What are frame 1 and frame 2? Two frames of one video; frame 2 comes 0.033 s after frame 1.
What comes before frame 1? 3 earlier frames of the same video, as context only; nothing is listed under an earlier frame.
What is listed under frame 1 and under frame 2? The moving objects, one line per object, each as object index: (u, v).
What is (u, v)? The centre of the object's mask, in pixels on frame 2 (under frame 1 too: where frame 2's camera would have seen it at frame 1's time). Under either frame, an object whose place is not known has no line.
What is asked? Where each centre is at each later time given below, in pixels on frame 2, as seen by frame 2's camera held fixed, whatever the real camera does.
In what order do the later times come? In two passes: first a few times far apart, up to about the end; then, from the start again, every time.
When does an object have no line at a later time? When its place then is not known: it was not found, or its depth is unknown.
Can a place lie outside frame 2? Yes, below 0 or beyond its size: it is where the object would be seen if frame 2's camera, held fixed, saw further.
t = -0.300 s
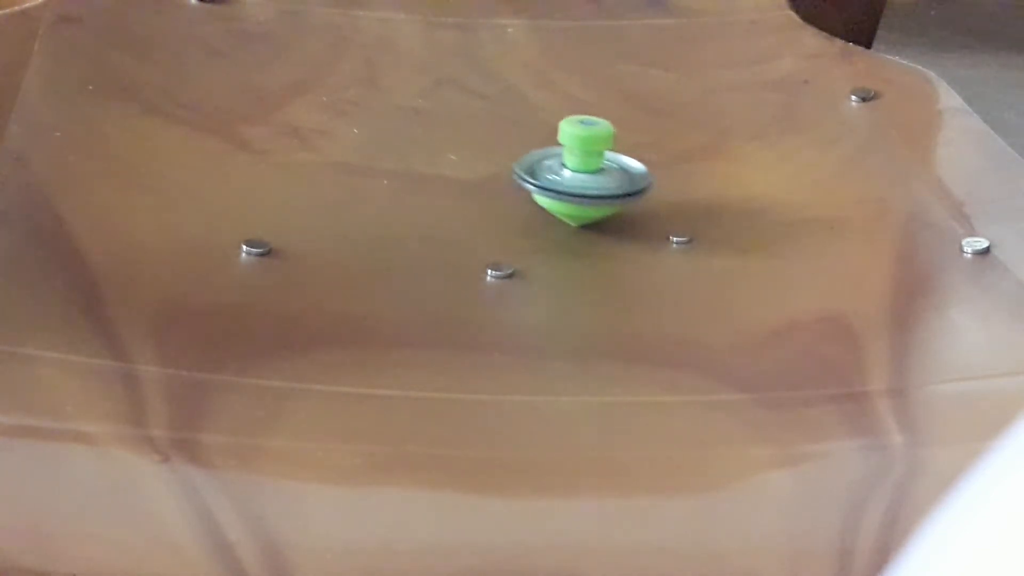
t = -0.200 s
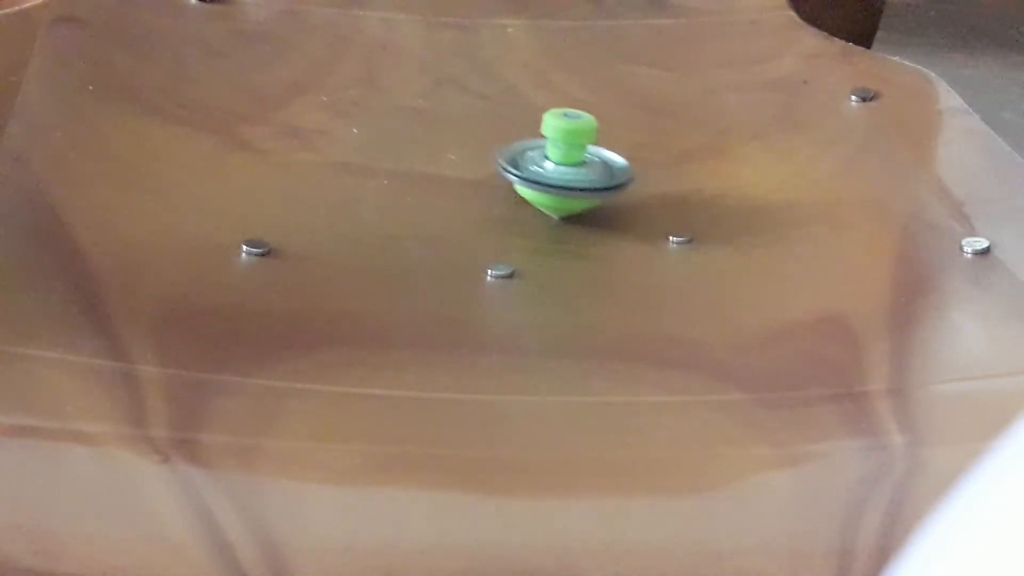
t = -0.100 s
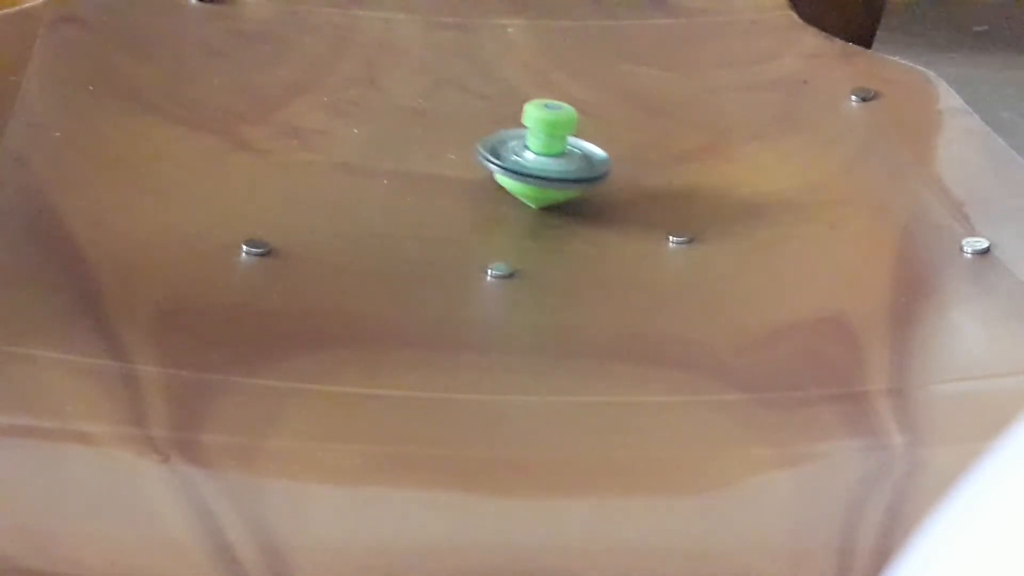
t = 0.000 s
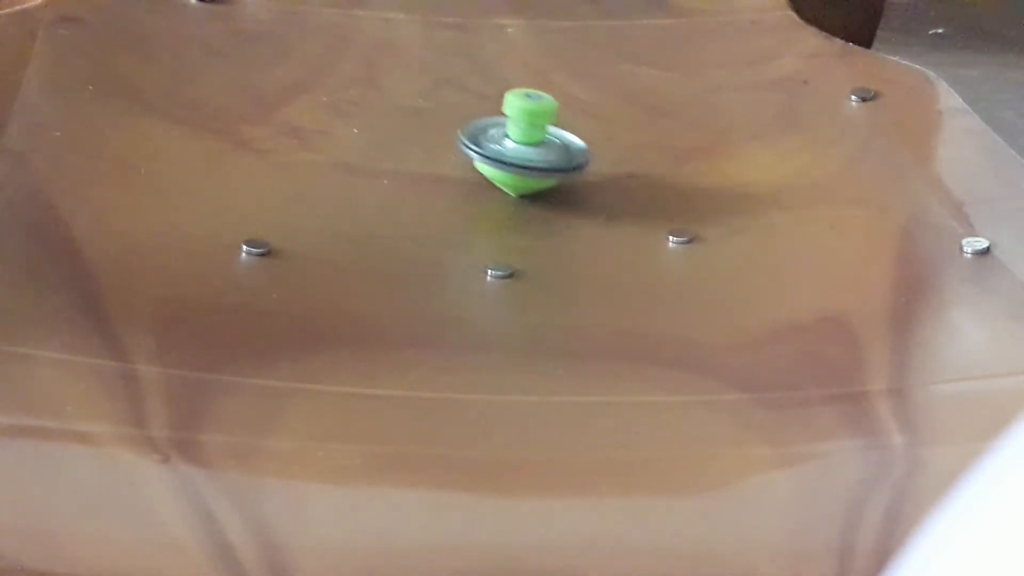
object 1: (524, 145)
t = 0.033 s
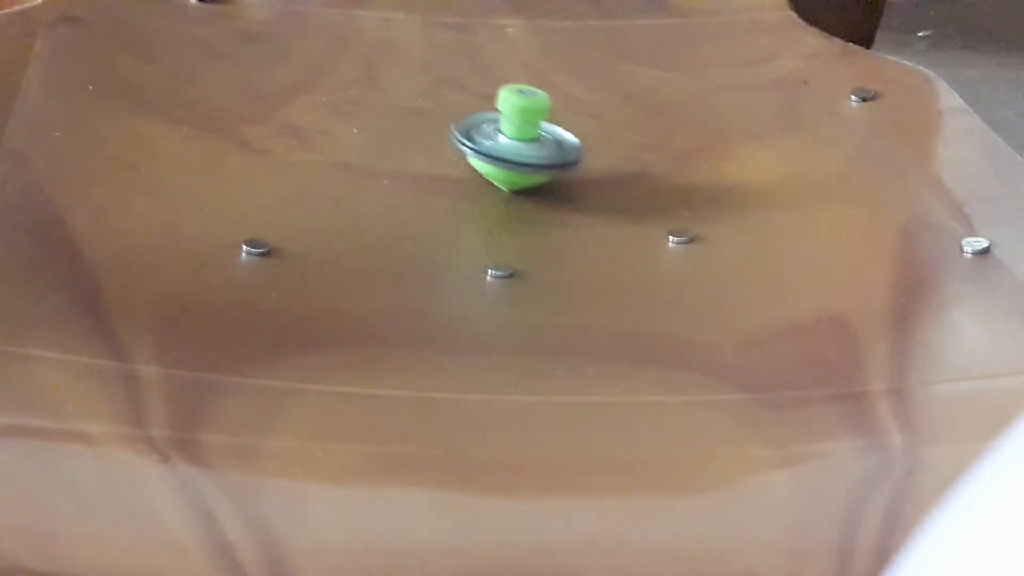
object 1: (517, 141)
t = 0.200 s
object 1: (482, 117)
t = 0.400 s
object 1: (449, 85)
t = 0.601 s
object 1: (429, 54)
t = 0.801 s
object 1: (419, 32)
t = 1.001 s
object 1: (417, 20)
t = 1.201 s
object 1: (423, 16)
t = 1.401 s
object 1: (436, 18)
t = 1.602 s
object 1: (455, 25)
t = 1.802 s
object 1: (482, 39)
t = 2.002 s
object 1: (509, 61)
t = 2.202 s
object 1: (530, 88)
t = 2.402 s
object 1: (538, 115)
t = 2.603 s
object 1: (535, 139)
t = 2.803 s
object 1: (522, 154)
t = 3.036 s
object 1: (498, 159)
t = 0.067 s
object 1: (510, 136)
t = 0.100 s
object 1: (503, 132)
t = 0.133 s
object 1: (496, 127)
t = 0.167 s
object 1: (489, 122)
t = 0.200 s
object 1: (482, 117)
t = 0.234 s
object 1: (476, 111)
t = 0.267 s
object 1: (470, 106)
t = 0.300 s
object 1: (465, 101)
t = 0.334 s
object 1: (459, 96)
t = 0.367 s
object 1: (454, 91)
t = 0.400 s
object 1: (449, 85)
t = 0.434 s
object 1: (445, 80)
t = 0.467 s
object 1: (441, 74)
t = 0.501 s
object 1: (438, 69)
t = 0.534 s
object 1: (435, 64)
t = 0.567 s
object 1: (432, 59)
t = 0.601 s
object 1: (429, 54)
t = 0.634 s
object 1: (427, 49)
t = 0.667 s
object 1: (425, 45)
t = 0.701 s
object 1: (423, 42)
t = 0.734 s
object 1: (420, 38)
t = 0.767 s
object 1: (419, 35)
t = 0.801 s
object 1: (419, 32)
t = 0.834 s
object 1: (418, 29)
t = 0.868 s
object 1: (417, 27)
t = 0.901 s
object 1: (417, 25)
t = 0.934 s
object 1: (417, 23)
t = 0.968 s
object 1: (417, 22)
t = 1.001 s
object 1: (417, 20)
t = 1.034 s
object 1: (417, 19)
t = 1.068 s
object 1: (418, 18)
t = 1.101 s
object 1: (419, 17)
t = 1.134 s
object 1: (419, 17)
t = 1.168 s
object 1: (421, 16)
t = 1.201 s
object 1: (423, 16)
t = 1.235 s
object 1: (425, 16)
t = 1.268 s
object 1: (427, 16)
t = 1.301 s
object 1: (428, 16)
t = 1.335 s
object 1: (431, 17)
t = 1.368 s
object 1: (433, 17)
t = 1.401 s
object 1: (436, 18)
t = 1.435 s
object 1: (439, 19)
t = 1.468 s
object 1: (442, 20)
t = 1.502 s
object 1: (445, 21)
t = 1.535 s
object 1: (449, 22)
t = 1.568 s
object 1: (452, 24)
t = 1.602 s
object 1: (455, 25)
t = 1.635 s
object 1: (459, 27)
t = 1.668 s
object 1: (463, 28)
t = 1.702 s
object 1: (467, 31)
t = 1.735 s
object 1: (472, 33)
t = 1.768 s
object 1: (477, 36)
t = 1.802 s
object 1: (482, 39)
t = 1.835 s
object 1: (486, 42)
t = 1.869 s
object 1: (491, 45)
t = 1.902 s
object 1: (495, 49)
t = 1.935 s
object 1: (500, 52)
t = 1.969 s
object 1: (504, 57)
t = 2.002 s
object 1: (509, 61)
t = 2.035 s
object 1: (513, 66)
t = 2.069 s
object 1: (517, 70)
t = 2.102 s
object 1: (521, 75)
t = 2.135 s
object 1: (524, 79)
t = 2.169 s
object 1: (527, 84)
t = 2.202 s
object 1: (530, 88)
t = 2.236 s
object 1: (532, 93)
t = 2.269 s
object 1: (534, 97)
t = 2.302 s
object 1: (536, 101)
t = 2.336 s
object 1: (537, 106)
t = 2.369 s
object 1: (538, 110)
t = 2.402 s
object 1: (538, 115)
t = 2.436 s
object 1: (538, 119)
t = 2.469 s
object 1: (538, 124)
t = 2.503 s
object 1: (538, 128)
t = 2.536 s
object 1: (537, 132)
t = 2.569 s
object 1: (536, 135)
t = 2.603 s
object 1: (535, 139)
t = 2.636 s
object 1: (533, 142)
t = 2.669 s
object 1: (531, 145)
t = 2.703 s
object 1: (530, 148)
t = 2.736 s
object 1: (527, 150)
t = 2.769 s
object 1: (525, 152)
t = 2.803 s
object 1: (522, 154)
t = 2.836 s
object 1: (520, 156)
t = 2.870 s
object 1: (516, 157)
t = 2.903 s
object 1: (513, 158)
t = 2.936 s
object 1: (510, 159)
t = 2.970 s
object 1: (506, 160)
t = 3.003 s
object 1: (502, 159)
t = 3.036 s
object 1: (498, 159)
